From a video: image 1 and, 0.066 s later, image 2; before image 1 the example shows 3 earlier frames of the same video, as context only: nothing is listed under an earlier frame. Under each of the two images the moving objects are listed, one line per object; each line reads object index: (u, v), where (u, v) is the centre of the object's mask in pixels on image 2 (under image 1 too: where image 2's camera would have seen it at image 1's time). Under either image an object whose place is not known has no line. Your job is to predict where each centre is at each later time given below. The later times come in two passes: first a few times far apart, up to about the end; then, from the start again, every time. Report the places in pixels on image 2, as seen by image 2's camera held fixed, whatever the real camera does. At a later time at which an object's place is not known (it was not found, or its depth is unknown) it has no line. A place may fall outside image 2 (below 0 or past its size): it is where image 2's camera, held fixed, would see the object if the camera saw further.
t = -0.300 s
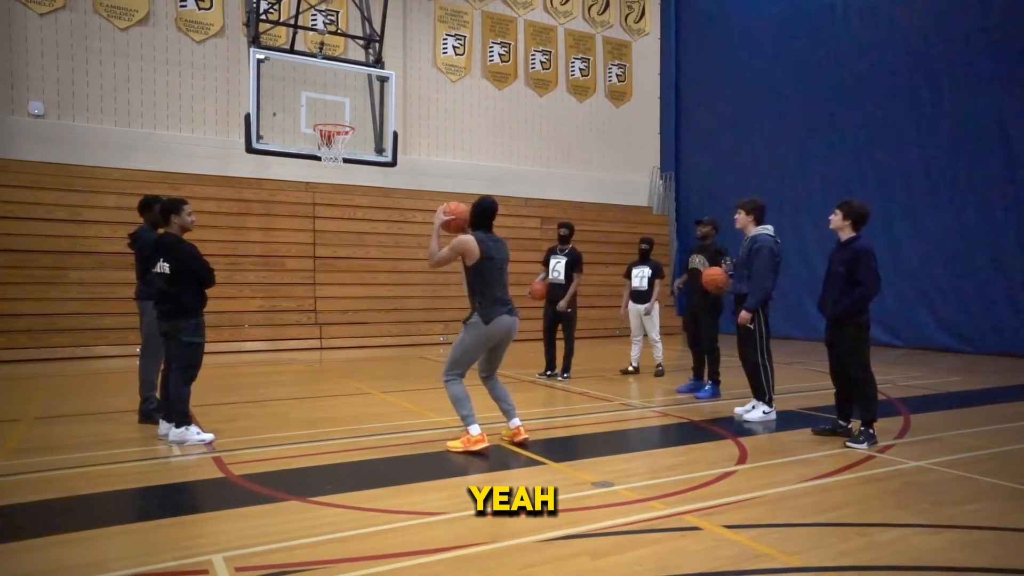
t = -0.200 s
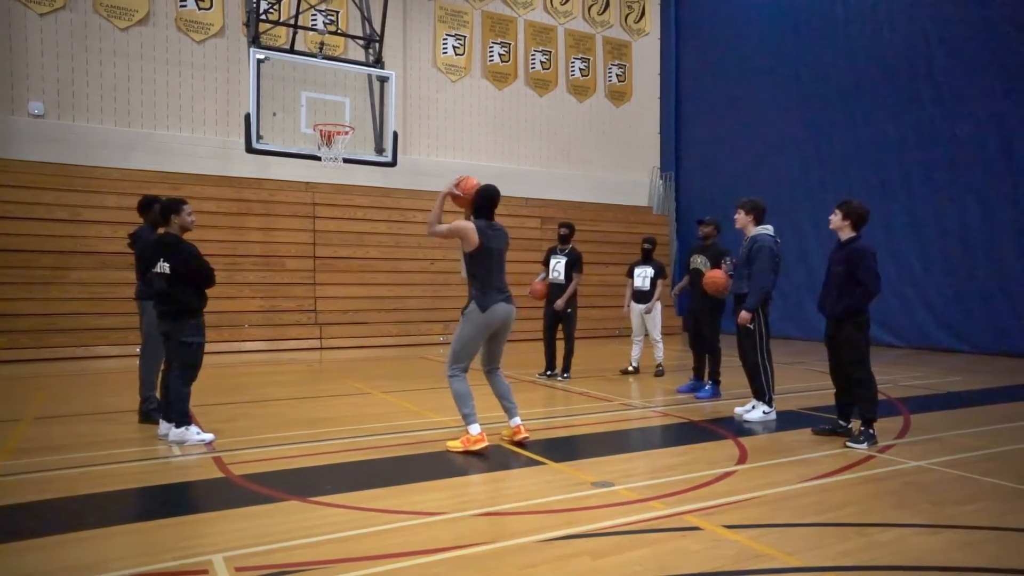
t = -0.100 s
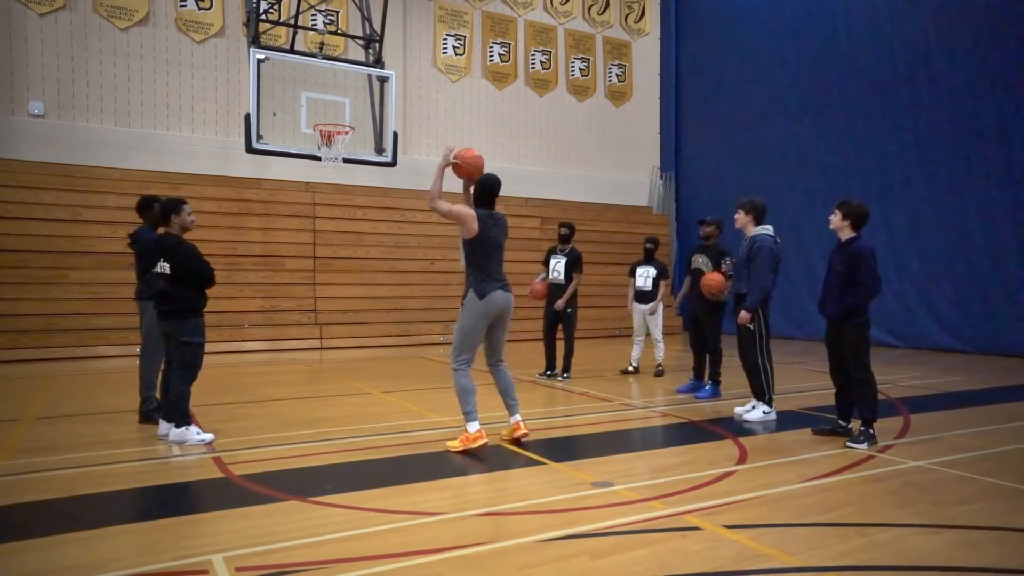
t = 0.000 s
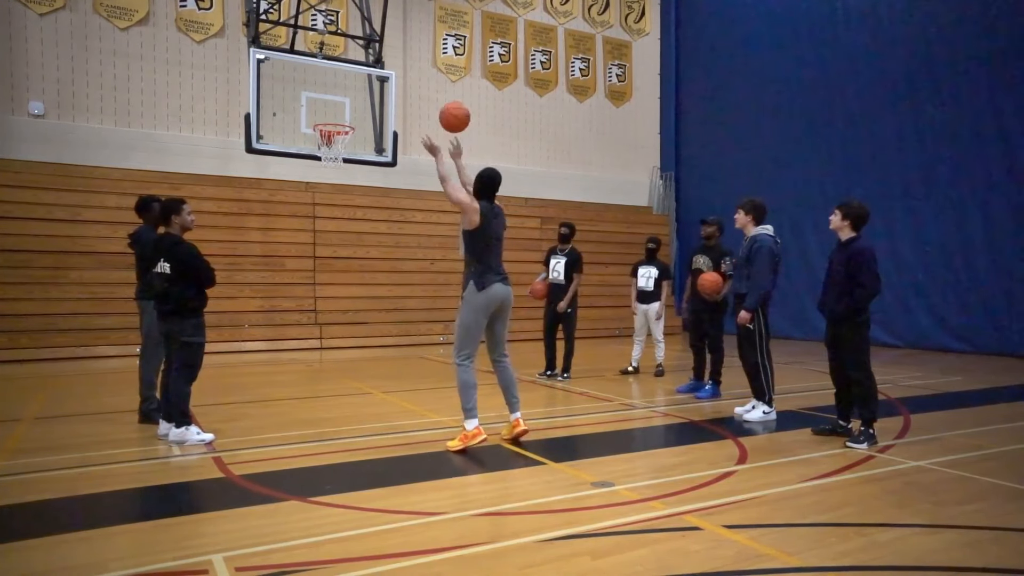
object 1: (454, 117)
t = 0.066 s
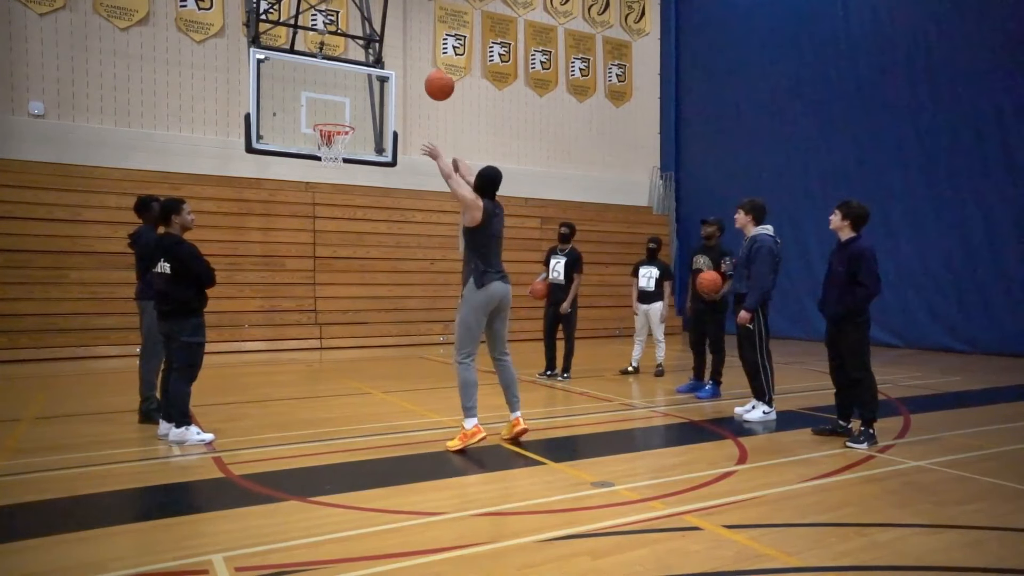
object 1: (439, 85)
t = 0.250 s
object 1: (405, 36)
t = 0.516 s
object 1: (368, 35)
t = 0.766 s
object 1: (342, 88)
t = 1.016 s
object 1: (339, 136)
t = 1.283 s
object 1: (338, 148)
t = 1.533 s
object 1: (332, 200)
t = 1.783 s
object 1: (326, 291)
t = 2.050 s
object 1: (322, 322)
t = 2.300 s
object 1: (316, 256)
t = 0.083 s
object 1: (436, 79)
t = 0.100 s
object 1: (432, 73)
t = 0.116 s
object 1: (429, 67)
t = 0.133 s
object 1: (425, 61)
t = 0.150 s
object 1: (422, 57)
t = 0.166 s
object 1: (419, 52)
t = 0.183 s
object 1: (416, 48)
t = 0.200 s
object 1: (413, 45)
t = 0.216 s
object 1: (410, 41)
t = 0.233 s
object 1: (407, 38)
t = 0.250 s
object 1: (405, 36)
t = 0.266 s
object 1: (402, 34)
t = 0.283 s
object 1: (399, 31)
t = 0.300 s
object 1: (397, 30)
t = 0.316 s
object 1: (395, 29)
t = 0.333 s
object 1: (393, 27)
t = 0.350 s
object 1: (390, 26)
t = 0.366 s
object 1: (387, 26)
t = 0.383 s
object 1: (385, 26)
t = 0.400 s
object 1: (382, 27)
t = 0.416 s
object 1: (381, 27)
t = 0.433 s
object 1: (378, 29)
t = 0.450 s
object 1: (376, 29)
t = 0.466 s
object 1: (374, 30)
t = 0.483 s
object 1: (372, 31)
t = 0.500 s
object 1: (370, 33)
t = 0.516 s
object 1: (368, 35)
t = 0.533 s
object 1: (366, 37)
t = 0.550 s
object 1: (365, 39)
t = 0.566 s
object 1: (362, 42)
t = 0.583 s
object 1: (360, 45)
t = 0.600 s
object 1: (358, 48)
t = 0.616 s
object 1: (357, 51)
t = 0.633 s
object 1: (356, 54)
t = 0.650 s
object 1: (353, 58)
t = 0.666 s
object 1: (351, 62)
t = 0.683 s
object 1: (350, 66)
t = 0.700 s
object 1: (348, 70)
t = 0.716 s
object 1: (347, 75)
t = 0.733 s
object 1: (345, 79)
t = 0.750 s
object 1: (344, 83)
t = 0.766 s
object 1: (342, 88)
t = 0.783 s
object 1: (341, 93)
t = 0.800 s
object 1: (339, 98)
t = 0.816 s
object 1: (338, 103)
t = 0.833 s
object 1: (336, 109)
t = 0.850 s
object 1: (335, 114)
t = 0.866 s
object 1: (333, 119)
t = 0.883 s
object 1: (333, 125)
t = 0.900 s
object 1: (334, 129)
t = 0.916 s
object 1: (330, 135)
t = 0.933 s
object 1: (331, 136)
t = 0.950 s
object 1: (334, 138)
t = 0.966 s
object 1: (336, 139)
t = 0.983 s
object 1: (338, 139)
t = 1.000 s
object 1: (337, 138)
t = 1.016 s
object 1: (339, 136)
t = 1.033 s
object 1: (340, 136)
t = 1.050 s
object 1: (340, 137)
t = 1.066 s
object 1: (340, 137)
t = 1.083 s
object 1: (340, 138)
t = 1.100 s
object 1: (340, 139)
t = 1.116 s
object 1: (340, 139)
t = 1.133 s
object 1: (340, 140)
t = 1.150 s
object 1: (340, 142)
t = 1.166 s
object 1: (340, 143)
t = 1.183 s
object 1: (340, 144)
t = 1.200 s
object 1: (340, 143)
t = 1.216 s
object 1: (339, 144)
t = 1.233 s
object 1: (339, 145)
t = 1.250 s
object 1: (339, 147)
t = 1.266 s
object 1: (339, 146)
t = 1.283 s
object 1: (338, 148)
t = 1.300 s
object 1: (339, 151)
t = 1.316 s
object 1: (338, 157)
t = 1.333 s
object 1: (338, 159)
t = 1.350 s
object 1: (337, 161)
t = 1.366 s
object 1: (336, 168)
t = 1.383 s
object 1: (336, 169)
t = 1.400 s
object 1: (335, 170)
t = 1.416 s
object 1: (335, 173)
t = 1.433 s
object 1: (335, 176)
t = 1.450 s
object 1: (334, 179)
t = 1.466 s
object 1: (334, 183)
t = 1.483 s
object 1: (333, 187)
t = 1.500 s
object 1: (333, 191)
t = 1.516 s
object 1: (332, 195)
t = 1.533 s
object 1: (332, 200)
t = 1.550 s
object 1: (332, 205)
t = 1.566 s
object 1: (332, 210)
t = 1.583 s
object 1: (332, 215)
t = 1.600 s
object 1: (331, 221)
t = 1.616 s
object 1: (331, 226)
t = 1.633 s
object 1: (330, 232)
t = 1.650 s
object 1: (330, 238)
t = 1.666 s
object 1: (330, 243)
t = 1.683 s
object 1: (329, 249)
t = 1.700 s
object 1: (329, 257)
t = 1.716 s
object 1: (328, 262)
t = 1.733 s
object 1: (328, 269)
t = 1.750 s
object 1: (327, 277)
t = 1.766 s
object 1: (327, 284)
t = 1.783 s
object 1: (326, 291)
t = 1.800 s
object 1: (326, 299)
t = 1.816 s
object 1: (325, 306)
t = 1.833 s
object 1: (325, 315)
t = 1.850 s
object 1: (324, 322)
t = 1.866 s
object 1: (325, 331)
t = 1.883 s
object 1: (324, 340)
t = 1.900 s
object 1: (324, 348)
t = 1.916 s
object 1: (323, 357)
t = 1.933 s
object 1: (323, 364)
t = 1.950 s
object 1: (323, 357)
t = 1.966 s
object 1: (323, 350)
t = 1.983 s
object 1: (323, 346)
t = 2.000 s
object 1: (322, 341)
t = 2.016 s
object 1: (322, 333)
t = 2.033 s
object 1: (321, 327)
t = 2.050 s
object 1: (322, 322)
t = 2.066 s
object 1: (320, 316)
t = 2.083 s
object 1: (320, 310)
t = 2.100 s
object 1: (320, 305)
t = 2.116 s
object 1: (320, 299)
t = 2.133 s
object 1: (319, 295)
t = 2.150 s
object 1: (319, 290)
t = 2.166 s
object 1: (319, 285)
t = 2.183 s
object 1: (318, 280)
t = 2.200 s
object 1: (318, 276)
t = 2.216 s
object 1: (318, 272)
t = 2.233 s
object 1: (317, 268)
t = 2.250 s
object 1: (317, 265)
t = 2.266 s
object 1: (317, 262)
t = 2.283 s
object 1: (316, 259)
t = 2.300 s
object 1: (316, 256)
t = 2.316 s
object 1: (316, 253)
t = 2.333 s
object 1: (316, 250)
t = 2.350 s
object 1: (315, 248)
